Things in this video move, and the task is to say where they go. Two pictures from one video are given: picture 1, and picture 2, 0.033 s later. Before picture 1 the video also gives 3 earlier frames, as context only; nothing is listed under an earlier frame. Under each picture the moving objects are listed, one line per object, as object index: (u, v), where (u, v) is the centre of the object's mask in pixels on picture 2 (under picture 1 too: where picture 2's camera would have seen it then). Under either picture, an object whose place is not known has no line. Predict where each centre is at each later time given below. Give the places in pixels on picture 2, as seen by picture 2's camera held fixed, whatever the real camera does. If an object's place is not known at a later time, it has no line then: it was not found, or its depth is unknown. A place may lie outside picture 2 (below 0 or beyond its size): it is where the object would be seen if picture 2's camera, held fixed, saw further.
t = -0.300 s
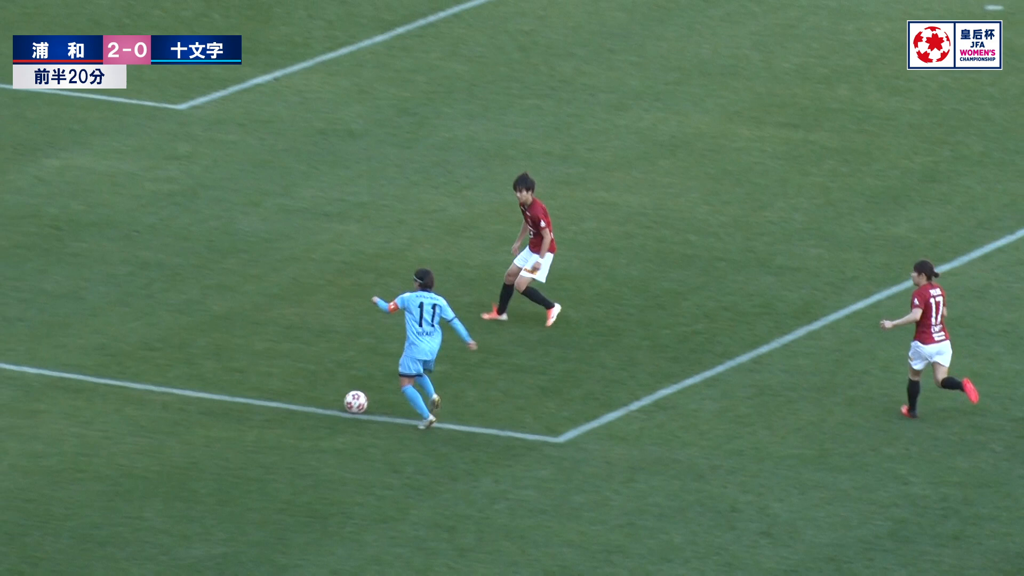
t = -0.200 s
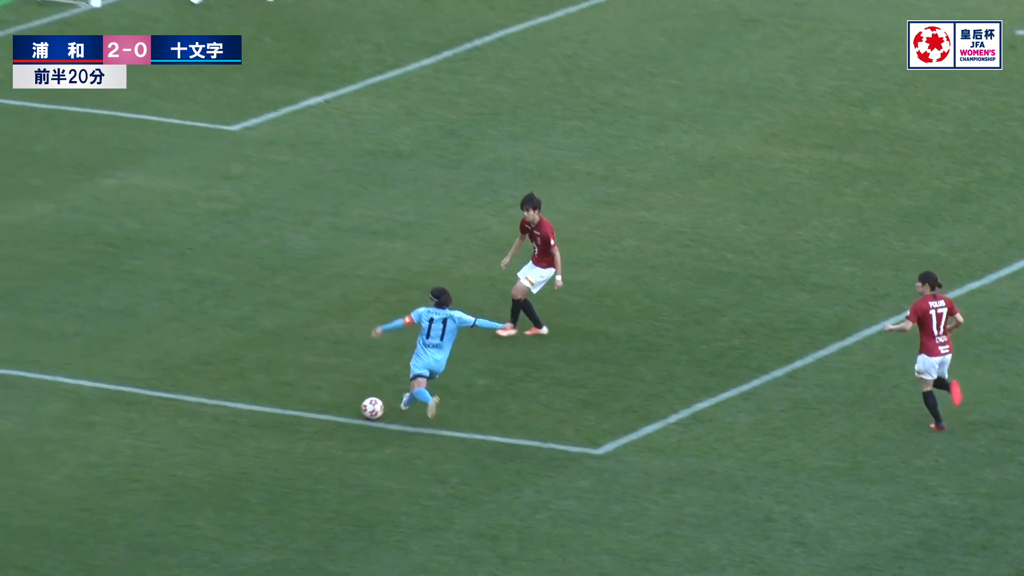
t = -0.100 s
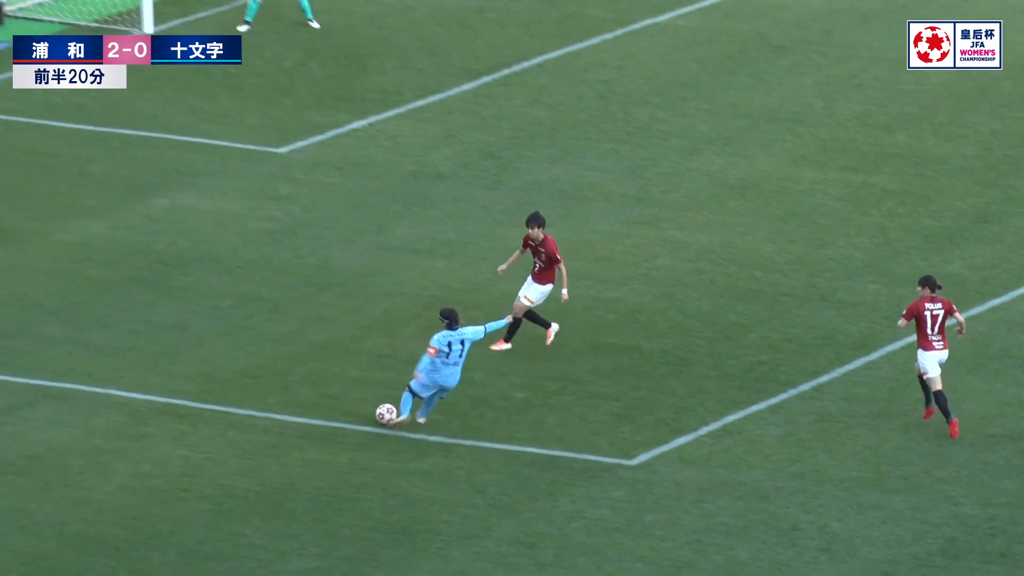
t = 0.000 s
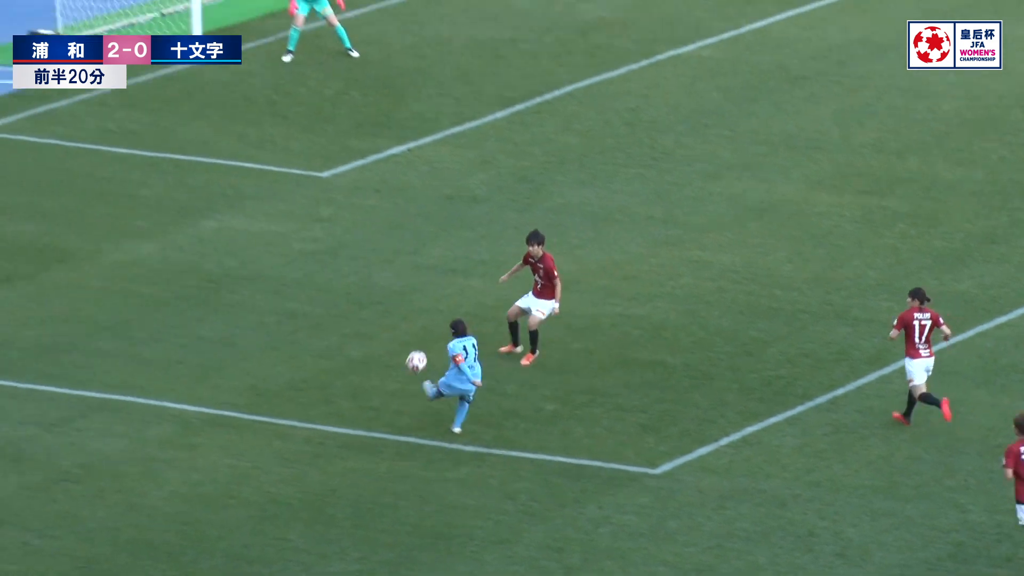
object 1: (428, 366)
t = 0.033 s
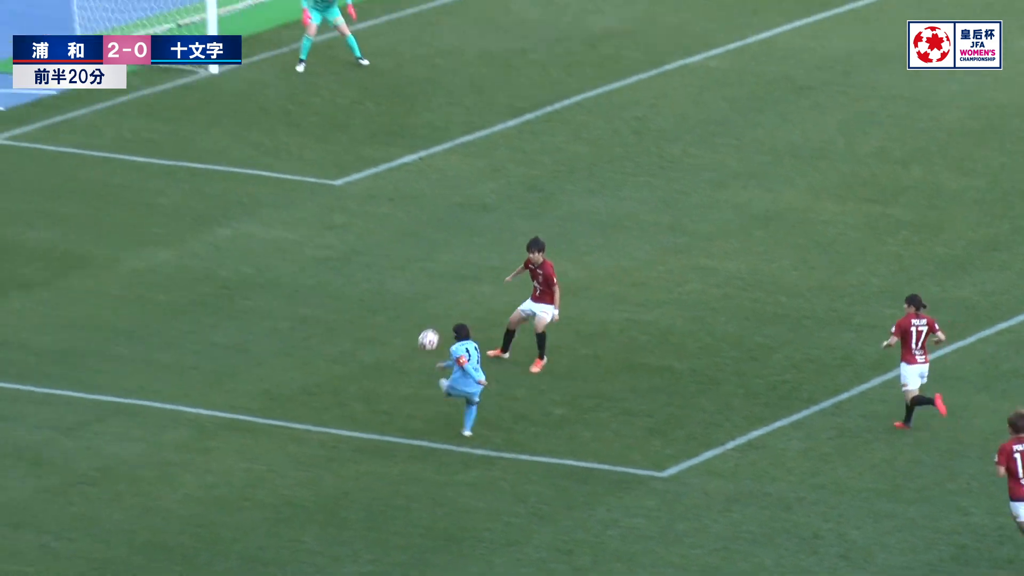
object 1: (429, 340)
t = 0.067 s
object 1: (431, 315)
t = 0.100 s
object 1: (433, 290)
